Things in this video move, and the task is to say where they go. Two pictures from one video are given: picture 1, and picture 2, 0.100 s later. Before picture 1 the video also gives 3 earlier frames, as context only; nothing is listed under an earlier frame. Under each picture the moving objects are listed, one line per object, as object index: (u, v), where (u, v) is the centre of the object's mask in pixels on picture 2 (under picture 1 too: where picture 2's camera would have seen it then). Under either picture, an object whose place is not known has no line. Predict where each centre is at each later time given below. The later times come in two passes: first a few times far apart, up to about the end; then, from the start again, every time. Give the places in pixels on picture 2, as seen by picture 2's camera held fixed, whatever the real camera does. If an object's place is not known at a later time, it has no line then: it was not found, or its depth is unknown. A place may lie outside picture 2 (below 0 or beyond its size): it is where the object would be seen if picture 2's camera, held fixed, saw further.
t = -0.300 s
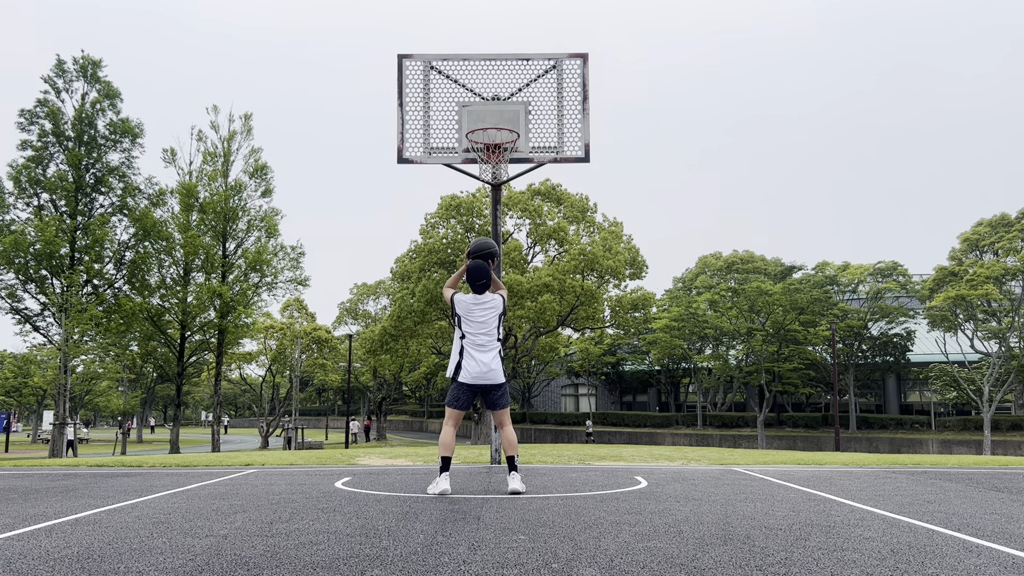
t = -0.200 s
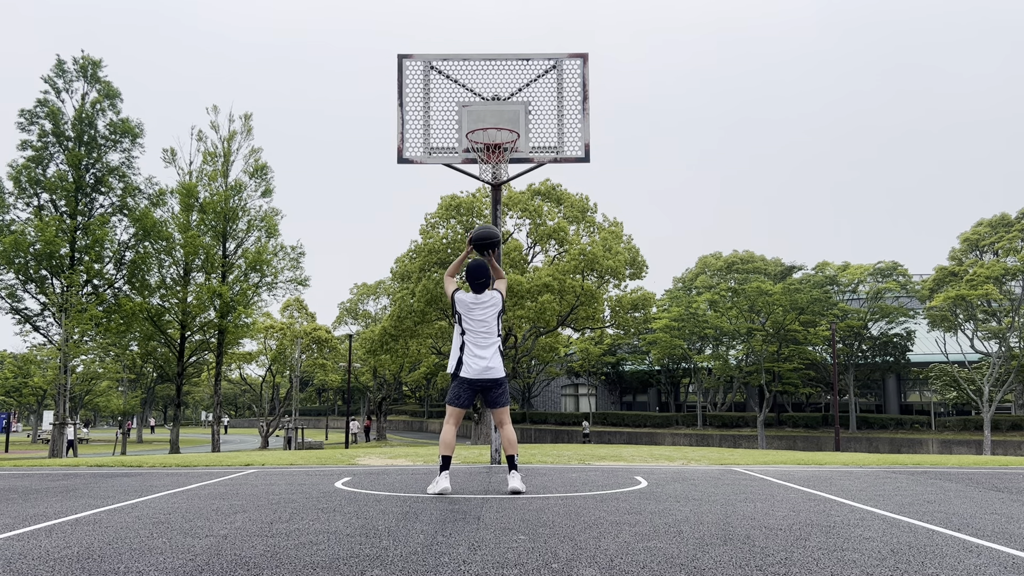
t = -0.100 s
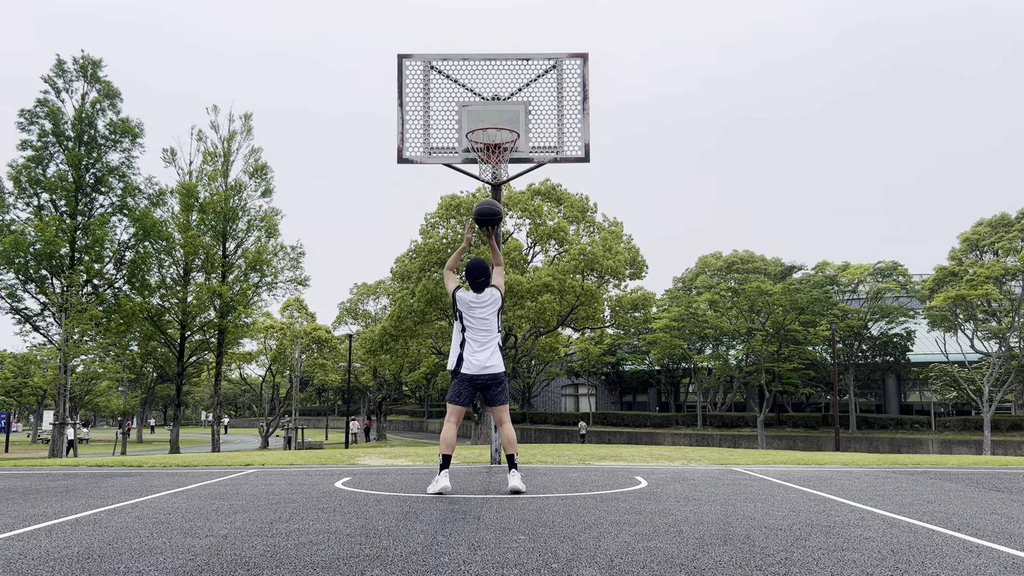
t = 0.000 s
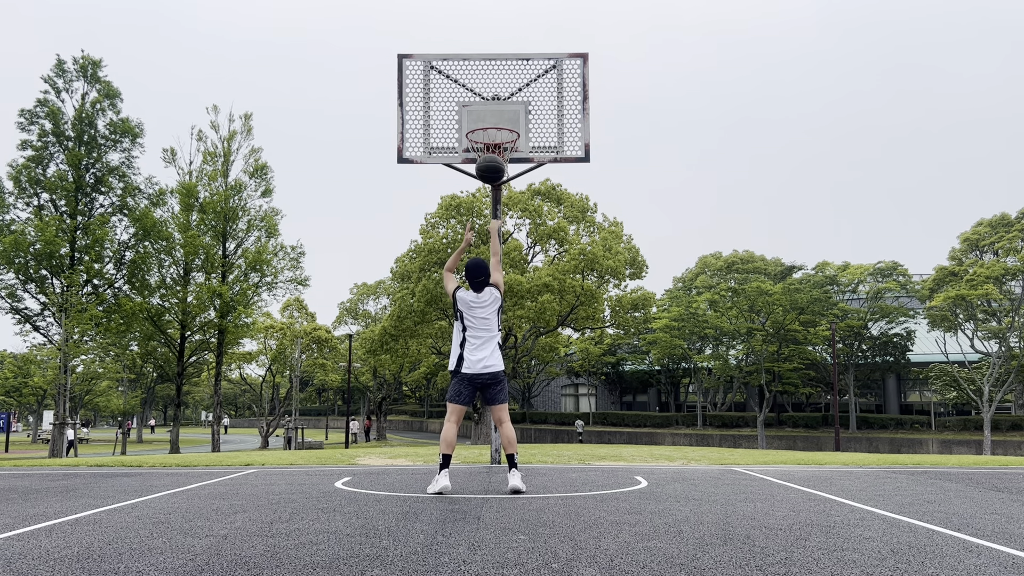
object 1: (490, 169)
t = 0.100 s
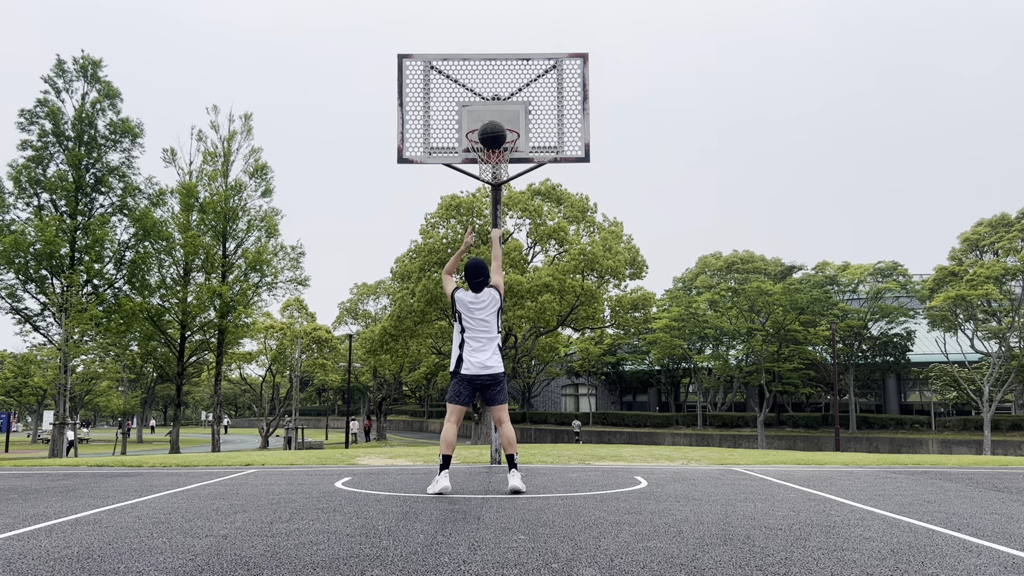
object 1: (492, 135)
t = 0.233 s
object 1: (495, 108)
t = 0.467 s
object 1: (499, 112)
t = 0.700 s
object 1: (484, 133)
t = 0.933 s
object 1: (509, 160)
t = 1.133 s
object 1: (498, 177)
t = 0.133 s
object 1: (493, 126)
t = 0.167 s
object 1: (493, 119)
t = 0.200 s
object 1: (494, 113)
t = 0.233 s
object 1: (495, 108)
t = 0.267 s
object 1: (495, 105)
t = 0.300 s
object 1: (496, 103)
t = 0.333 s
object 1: (497, 103)
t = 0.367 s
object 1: (497, 103)
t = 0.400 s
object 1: (497, 105)
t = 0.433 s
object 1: (498, 108)
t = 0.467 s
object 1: (499, 112)
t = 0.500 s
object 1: (499, 117)
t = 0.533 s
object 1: (499, 124)
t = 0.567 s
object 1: (500, 132)
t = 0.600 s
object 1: (497, 133)
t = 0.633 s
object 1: (493, 132)
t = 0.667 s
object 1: (489, 132)
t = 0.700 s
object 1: (484, 133)
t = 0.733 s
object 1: (486, 135)
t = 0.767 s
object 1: (491, 137)
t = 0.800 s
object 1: (496, 142)
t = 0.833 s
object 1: (499, 145)
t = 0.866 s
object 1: (504, 150)
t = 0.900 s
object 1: (507, 156)
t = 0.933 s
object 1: (509, 160)
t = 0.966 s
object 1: (510, 161)
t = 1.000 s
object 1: (508, 162)
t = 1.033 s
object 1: (506, 162)
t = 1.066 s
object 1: (505, 164)
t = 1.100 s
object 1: (502, 171)
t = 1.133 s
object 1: (498, 177)
